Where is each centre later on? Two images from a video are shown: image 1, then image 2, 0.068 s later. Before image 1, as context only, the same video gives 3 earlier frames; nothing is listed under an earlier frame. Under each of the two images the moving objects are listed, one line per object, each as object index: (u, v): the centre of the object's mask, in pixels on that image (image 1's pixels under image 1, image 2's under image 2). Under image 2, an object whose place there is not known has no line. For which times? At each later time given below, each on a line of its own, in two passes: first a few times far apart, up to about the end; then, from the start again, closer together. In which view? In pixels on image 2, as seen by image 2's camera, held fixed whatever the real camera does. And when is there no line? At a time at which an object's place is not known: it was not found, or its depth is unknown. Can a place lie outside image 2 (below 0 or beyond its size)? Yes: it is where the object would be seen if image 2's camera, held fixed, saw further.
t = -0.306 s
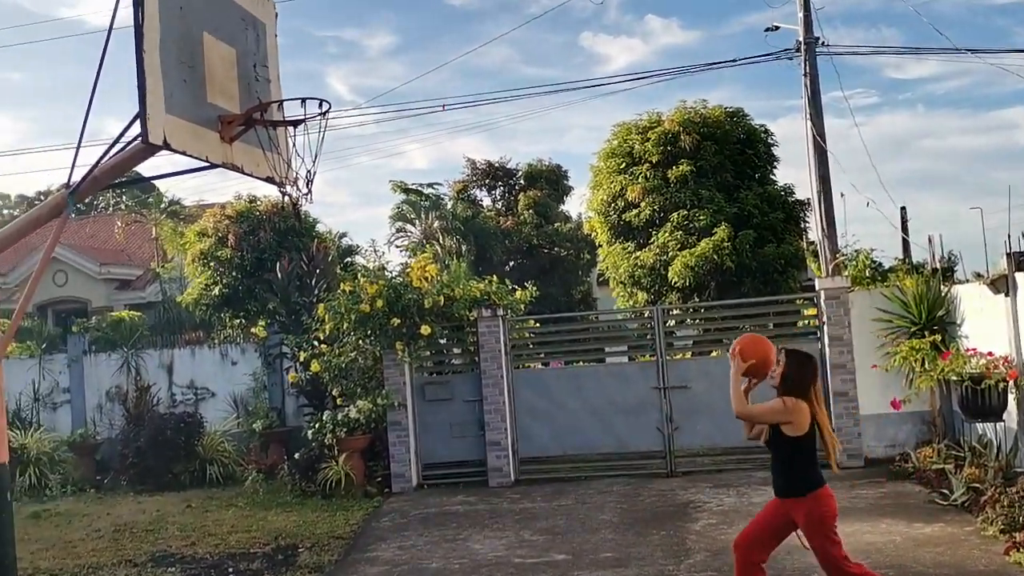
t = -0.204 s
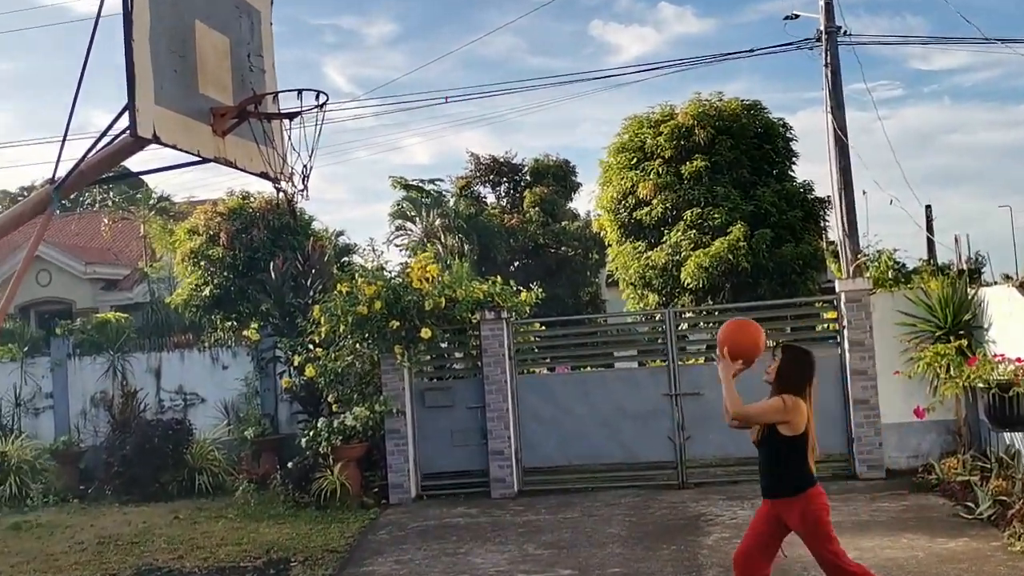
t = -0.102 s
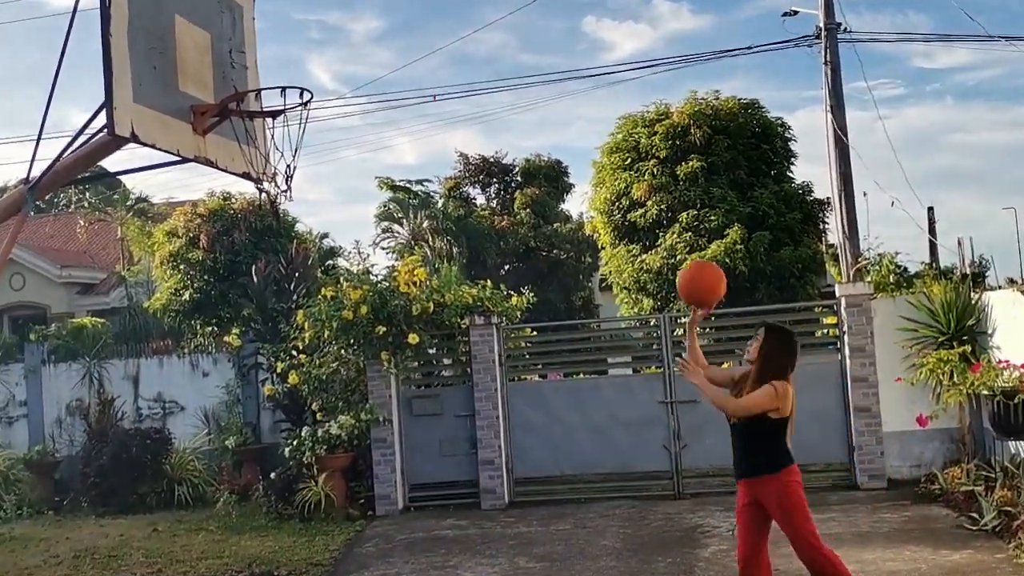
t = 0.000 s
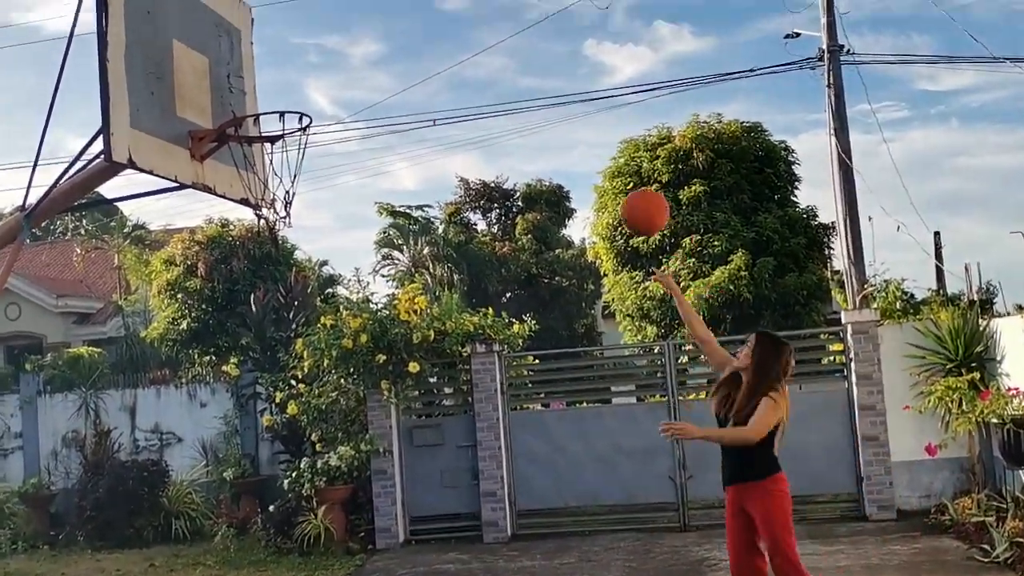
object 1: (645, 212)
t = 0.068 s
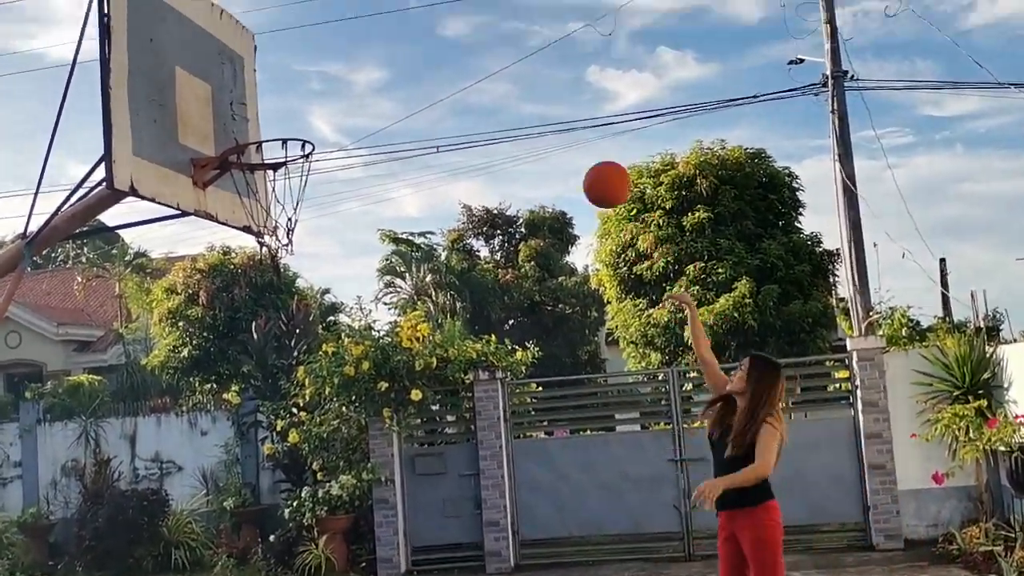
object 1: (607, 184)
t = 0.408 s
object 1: (419, 57)
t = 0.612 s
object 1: (316, 85)
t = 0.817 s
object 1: (241, 112)
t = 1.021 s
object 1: (180, 148)
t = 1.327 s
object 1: (79, 412)
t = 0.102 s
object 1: (587, 161)
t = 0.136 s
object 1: (567, 141)
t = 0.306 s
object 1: (471, 73)
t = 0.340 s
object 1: (454, 65)
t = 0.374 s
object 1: (436, 60)
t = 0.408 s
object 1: (419, 57)
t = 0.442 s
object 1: (401, 56)
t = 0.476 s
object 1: (385, 58)
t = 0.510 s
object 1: (367, 61)
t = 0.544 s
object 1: (350, 67)
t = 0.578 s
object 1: (333, 75)
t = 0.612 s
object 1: (316, 85)
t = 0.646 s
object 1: (300, 97)
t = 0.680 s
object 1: (284, 112)
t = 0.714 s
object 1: (270, 125)
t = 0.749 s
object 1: (260, 119)
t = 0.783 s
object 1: (251, 114)
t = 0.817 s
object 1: (241, 112)
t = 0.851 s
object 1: (231, 112)
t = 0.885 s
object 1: (221, 114)
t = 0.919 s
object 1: (211, 118)
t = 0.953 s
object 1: (201, 126)
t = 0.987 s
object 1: (190, 136)
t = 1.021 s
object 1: (180, 148)
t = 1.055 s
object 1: (170, 164)
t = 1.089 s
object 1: (159, 182)
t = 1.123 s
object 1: (148, 204)
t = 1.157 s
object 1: (137, 229)
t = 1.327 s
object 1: (79, 412)
